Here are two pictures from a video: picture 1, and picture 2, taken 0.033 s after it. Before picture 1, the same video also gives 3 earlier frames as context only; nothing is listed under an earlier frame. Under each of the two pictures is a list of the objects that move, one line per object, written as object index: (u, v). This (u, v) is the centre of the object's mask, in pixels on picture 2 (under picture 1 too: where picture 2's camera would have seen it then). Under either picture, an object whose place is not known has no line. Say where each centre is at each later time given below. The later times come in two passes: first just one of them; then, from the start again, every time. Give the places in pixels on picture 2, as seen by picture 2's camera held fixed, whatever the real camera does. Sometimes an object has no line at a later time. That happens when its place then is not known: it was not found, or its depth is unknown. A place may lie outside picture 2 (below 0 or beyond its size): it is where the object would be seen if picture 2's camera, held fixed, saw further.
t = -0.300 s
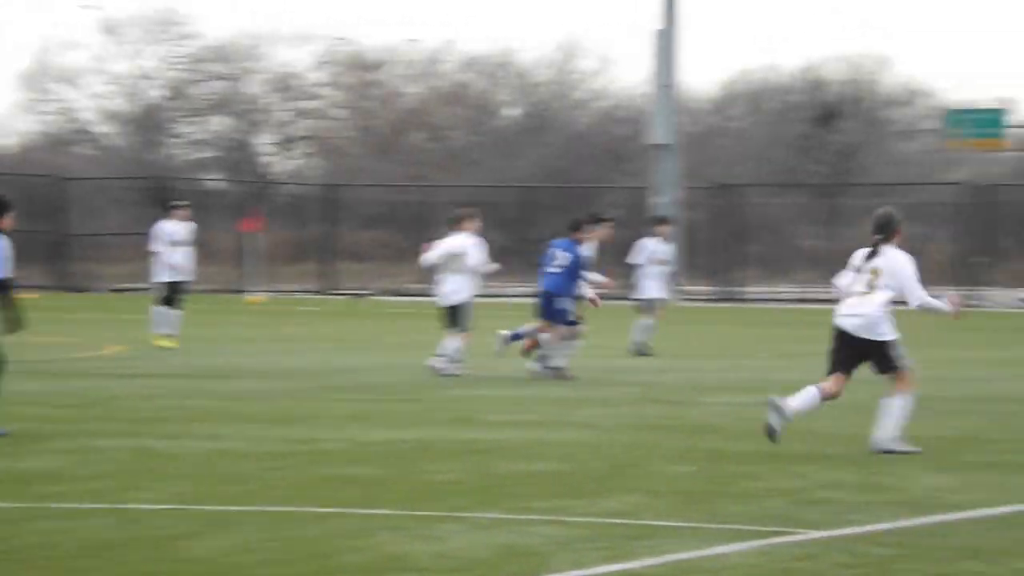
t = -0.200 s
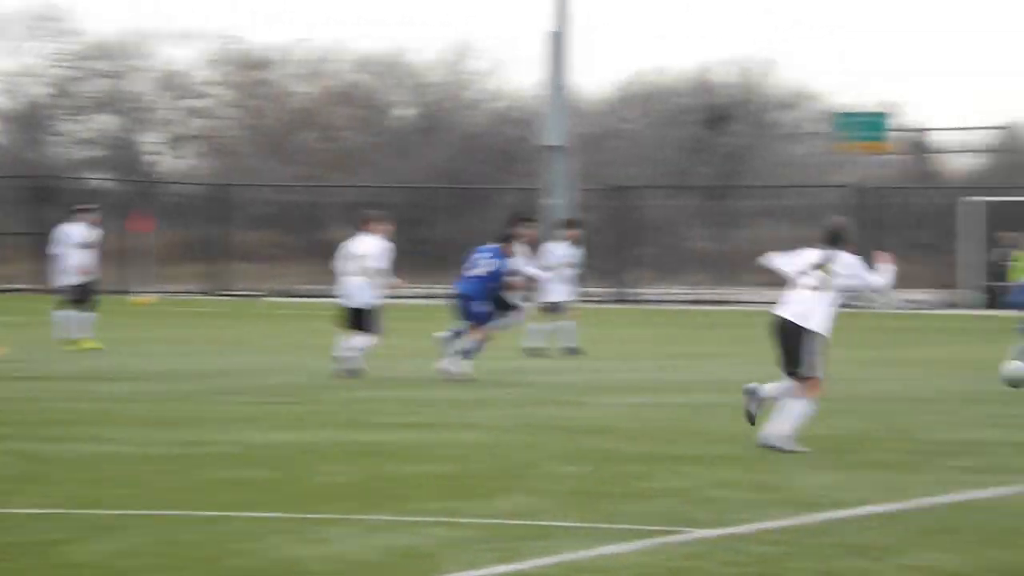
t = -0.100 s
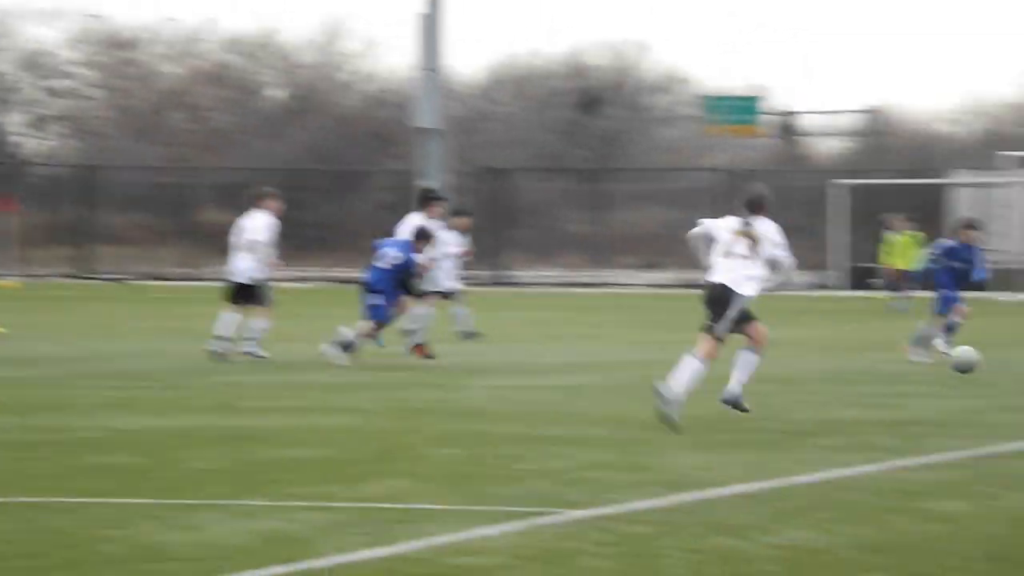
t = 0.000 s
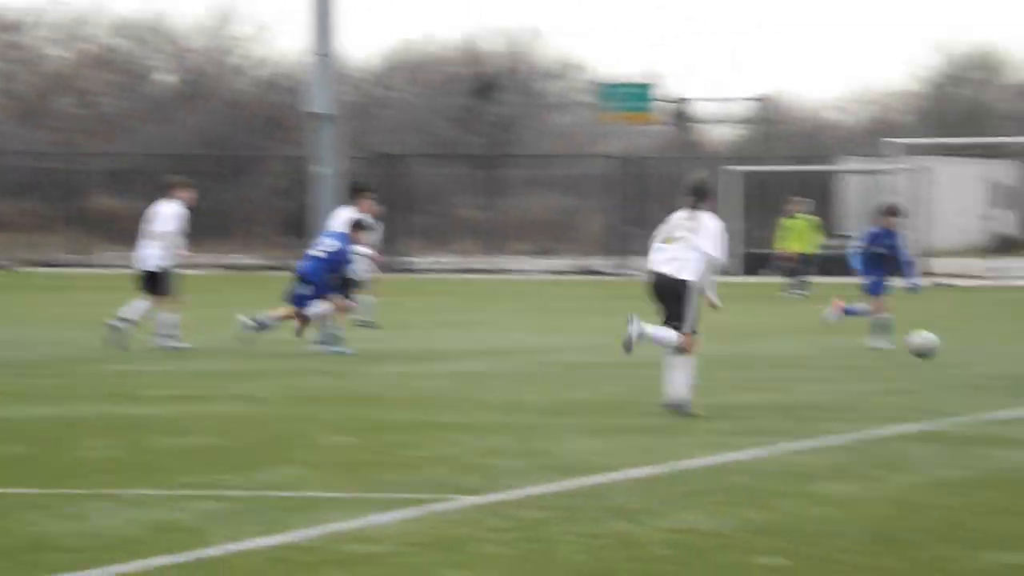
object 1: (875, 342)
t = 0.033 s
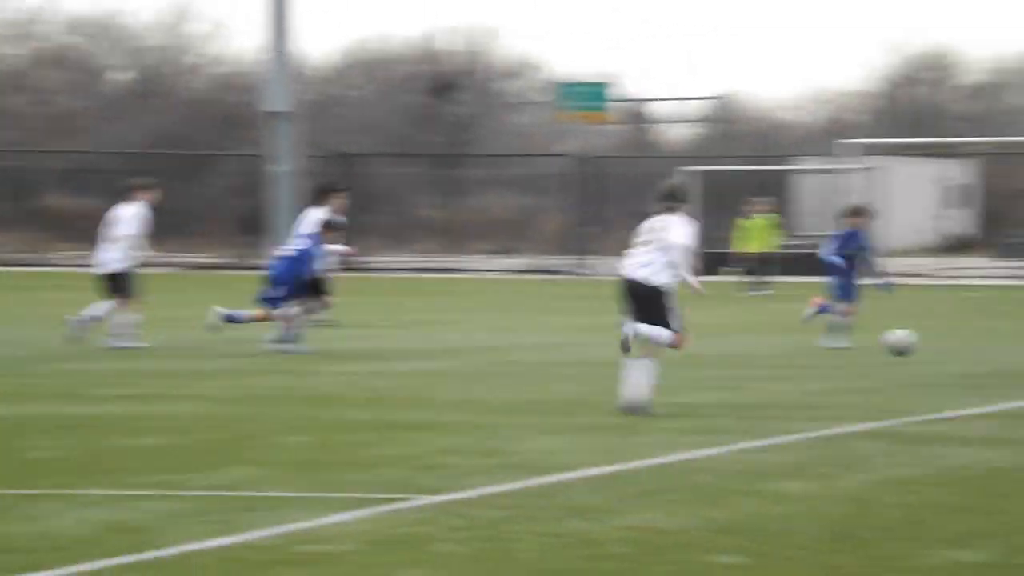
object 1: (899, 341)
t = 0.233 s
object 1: (1028, 347)
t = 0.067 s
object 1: (920, 343)
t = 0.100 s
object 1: (942, 345)
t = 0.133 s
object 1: (964, 348)
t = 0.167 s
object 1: (987, 351)
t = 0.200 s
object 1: (1007, 349)
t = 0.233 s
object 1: (1028, 347)
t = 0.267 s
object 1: (1049, 346)
